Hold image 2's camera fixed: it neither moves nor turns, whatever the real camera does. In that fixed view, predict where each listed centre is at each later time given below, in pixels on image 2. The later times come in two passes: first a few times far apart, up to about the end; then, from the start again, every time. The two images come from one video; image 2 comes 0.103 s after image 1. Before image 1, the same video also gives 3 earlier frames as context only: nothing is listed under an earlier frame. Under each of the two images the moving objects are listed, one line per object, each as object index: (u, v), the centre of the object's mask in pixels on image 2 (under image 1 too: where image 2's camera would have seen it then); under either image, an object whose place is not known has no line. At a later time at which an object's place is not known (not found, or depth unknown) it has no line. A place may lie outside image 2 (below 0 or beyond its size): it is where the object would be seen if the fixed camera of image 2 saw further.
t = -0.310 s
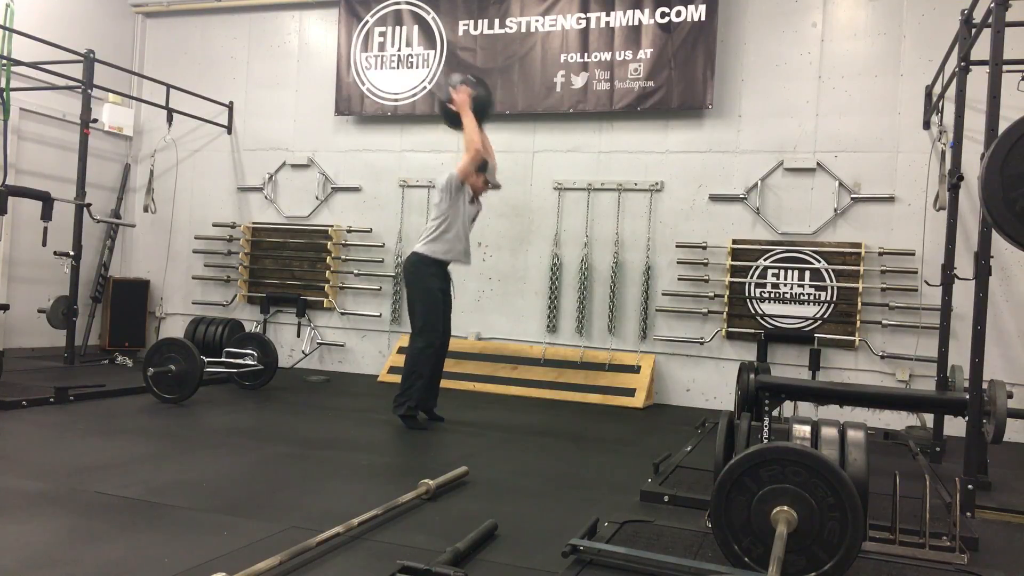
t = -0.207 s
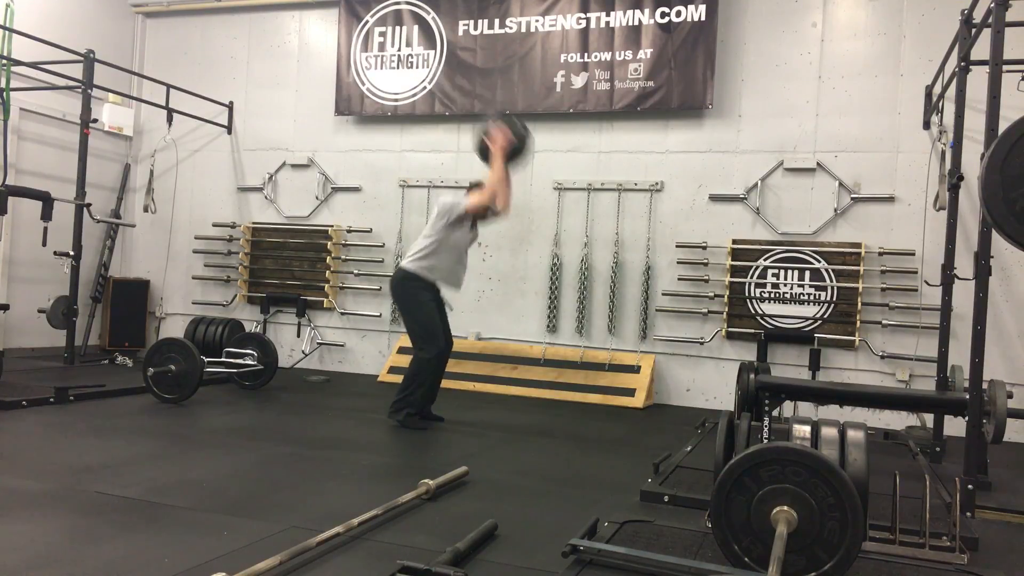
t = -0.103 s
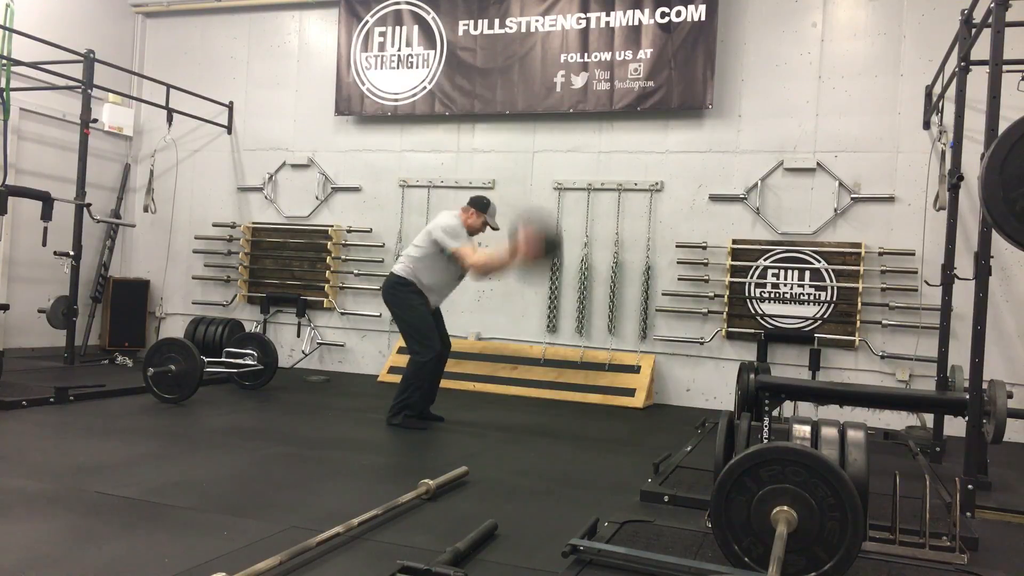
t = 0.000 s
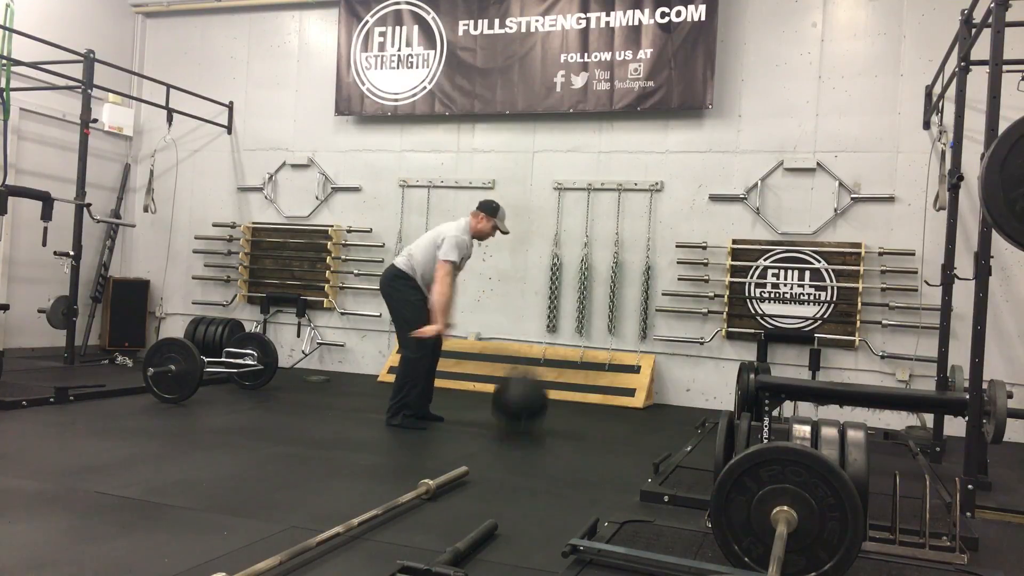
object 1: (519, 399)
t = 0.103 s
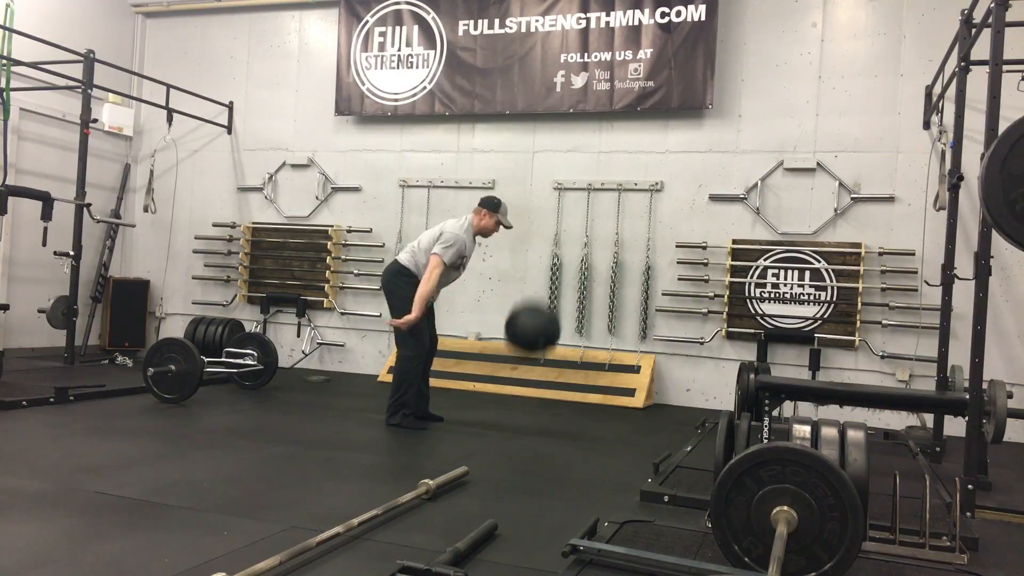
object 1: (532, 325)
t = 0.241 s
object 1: (547, 258)
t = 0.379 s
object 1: (559, 219)
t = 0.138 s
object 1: (536, 307)
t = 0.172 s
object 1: (539, 290)
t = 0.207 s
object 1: (543, 273)
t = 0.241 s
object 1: (547, 258)
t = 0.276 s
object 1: (550, 246)
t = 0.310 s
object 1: (553, 235)
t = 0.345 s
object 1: (556, 226)
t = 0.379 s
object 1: (559, 219)
